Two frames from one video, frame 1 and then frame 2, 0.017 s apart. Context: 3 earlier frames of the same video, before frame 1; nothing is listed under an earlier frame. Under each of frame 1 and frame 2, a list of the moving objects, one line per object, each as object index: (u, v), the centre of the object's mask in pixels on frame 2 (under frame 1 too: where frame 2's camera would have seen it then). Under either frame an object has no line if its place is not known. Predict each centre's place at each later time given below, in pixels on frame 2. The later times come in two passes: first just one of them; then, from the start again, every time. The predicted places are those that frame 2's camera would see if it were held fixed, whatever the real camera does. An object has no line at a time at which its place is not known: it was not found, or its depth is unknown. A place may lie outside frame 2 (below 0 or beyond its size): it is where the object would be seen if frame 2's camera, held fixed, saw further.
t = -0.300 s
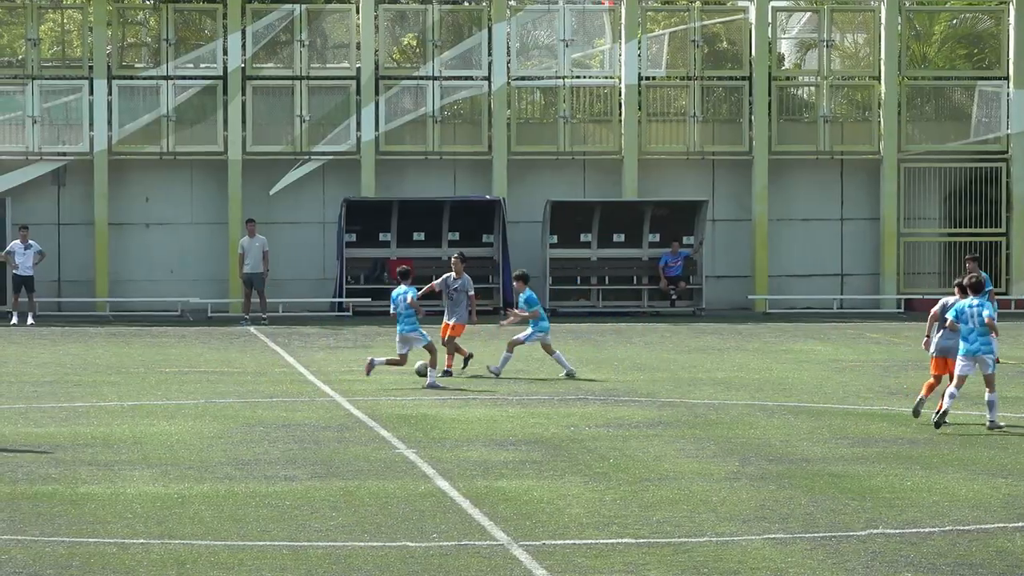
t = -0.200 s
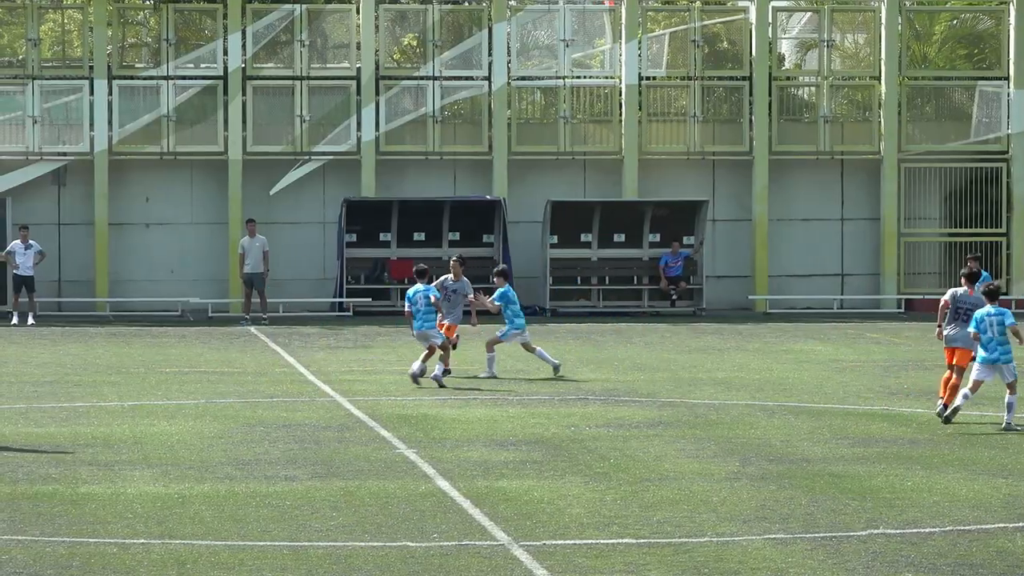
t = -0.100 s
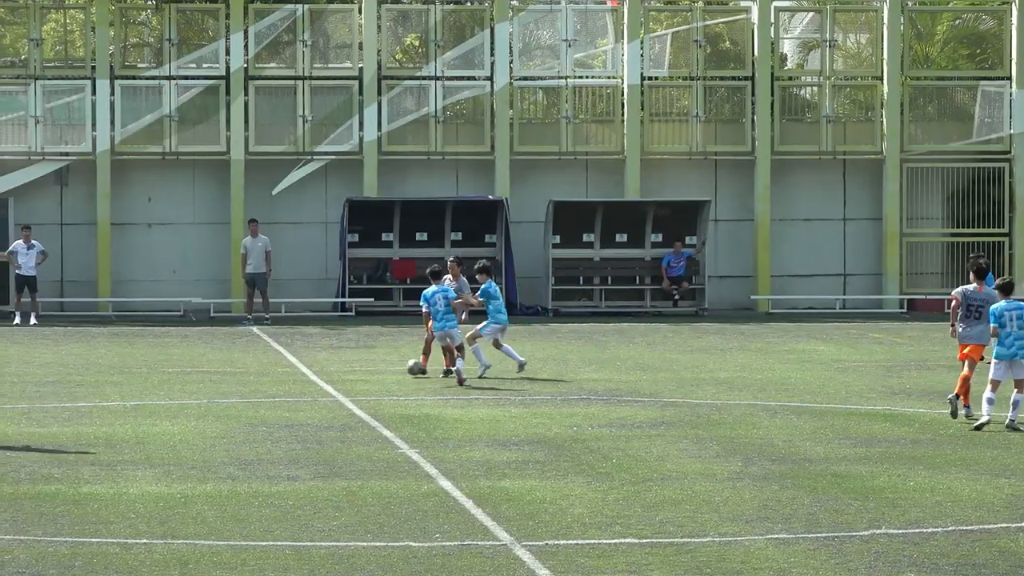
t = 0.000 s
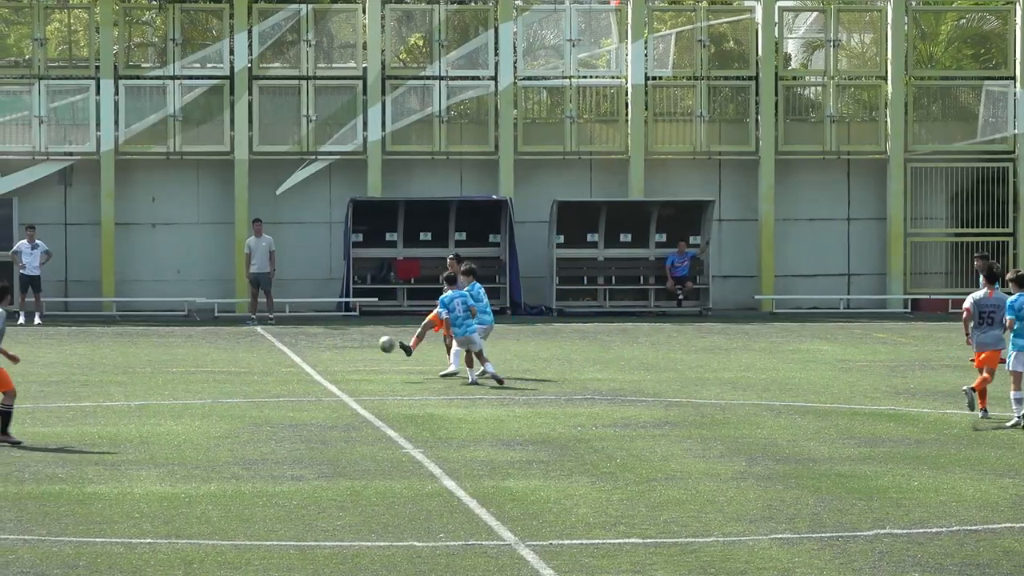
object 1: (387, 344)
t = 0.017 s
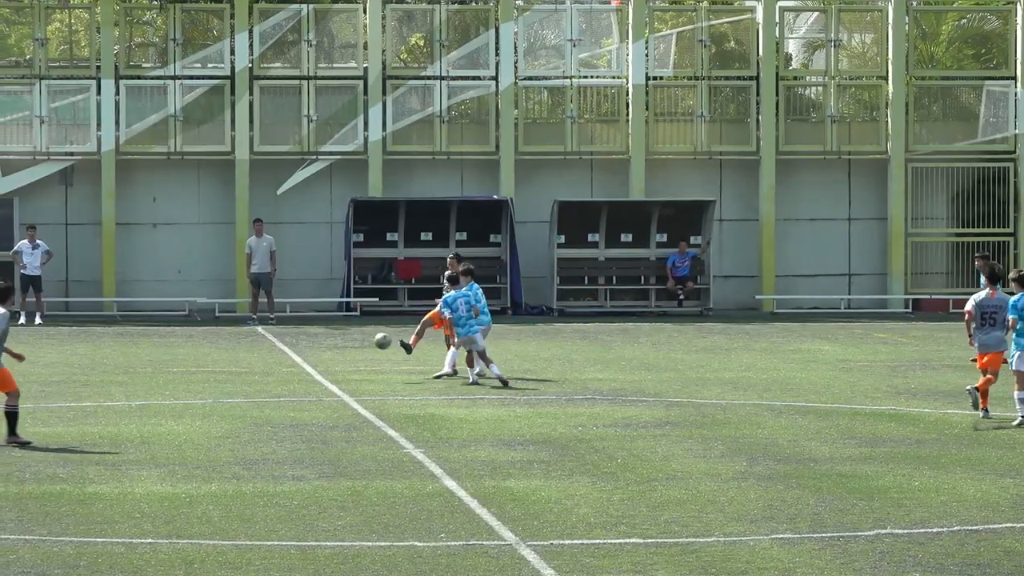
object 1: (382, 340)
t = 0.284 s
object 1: (306, 311)
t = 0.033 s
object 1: (377, 337)
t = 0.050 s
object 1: (372, 334)
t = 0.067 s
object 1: (367, 332)
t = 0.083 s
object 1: (362, 329)
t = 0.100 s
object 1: (358, 327)
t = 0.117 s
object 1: (353, 324)
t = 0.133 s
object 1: (348, 322)
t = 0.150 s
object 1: (343, 321)
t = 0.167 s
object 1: (338, 319)
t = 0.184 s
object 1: (333, 316)
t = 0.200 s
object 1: (329, 315)
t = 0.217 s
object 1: (325, 313)
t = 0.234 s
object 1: (320, 312)
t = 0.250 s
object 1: (315, 311)
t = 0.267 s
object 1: (310, 311)
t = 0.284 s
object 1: (306, 311)
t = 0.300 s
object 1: (302, 310)
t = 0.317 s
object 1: (298, 310)
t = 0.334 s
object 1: (294, 310)
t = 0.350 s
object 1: (289, 310)
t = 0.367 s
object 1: (286, 310)
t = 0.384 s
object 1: (281, 311)
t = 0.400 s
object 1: (278, 312)
